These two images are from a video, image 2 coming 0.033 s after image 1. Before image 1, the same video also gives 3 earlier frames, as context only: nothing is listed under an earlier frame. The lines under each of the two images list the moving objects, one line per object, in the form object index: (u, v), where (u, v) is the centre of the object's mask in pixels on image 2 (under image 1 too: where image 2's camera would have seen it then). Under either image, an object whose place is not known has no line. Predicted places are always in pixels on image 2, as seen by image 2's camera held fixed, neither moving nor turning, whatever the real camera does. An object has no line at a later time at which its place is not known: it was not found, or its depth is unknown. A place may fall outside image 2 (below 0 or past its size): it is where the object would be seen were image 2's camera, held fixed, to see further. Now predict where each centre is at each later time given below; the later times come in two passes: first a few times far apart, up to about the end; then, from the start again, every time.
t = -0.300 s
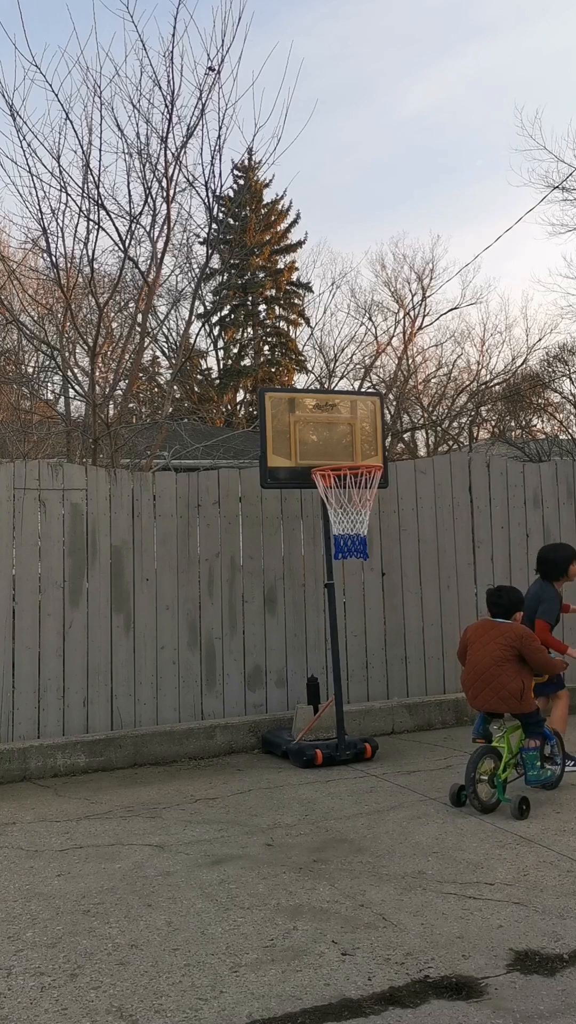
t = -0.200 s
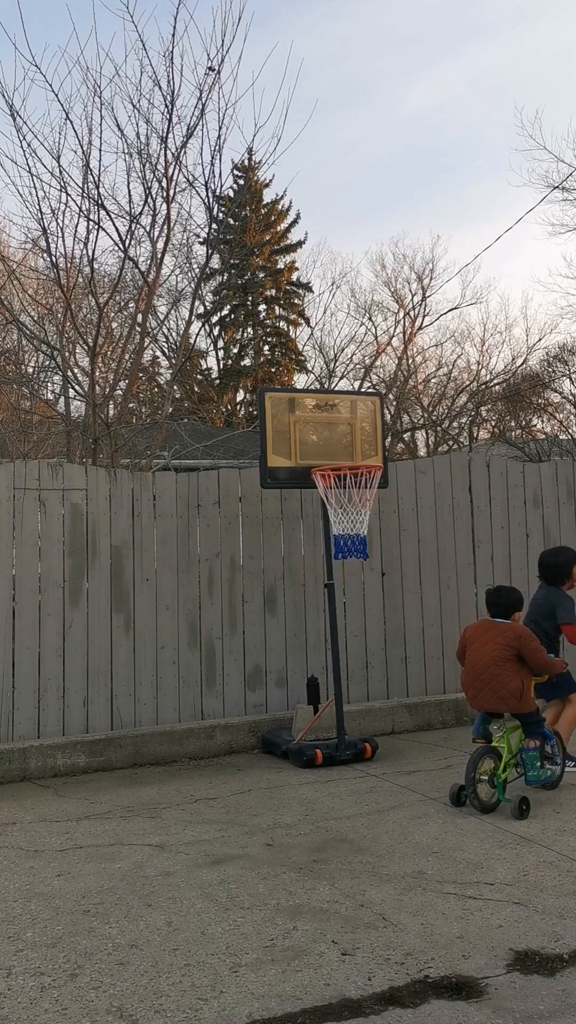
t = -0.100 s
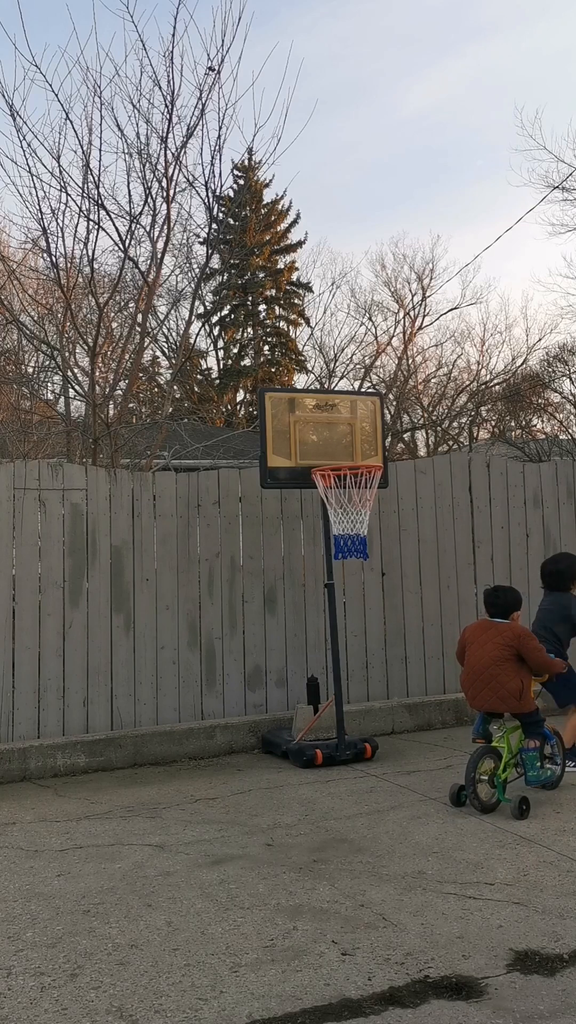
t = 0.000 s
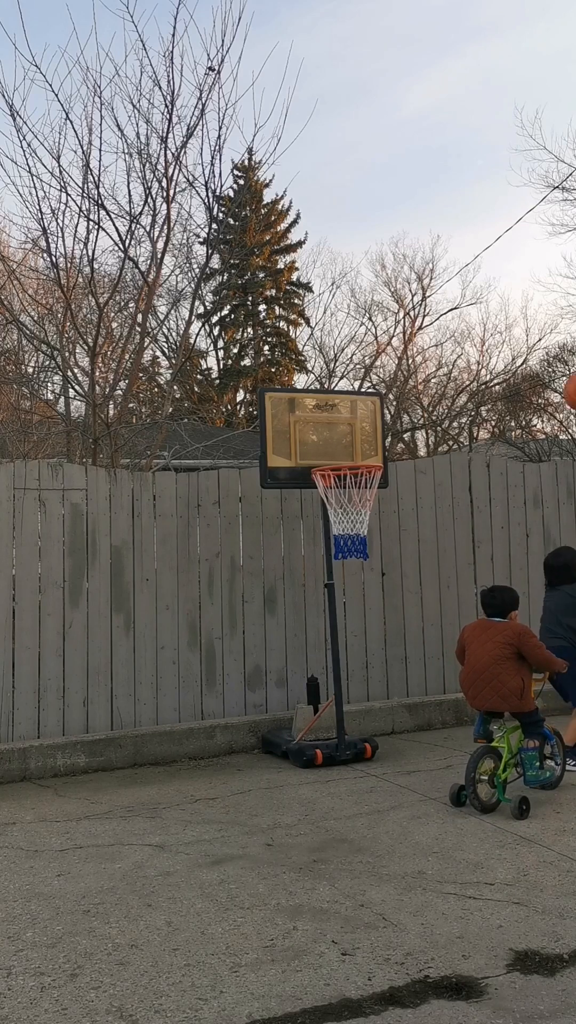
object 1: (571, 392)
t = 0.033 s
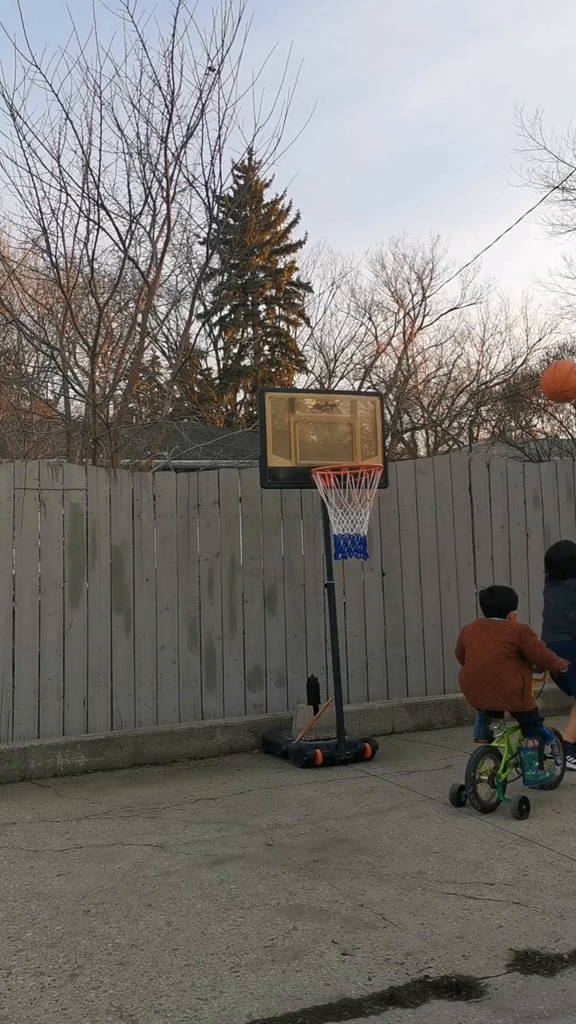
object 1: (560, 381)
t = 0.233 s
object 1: (430, 368)
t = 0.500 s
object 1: (314, 428)
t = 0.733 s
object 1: (261, 469)
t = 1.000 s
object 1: (202, 602)
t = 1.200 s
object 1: (155, 764)
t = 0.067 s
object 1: (539, 374)
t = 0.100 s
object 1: (517, 370)
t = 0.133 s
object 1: (495, 366)
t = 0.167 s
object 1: (473, 365)
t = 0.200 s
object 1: (451, 366)
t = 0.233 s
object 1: (430, 368)
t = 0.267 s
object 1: (409, 373)
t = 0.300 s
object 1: (389, 379)
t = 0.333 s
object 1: (369, 388)
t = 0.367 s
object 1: (350, 397)
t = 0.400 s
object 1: (339, 403)
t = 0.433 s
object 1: (330, 411)
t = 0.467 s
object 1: (322, 419)
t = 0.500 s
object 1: (314, 428)
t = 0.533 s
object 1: (306, 440)
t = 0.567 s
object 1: (299, 453)
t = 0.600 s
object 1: (293, 453)
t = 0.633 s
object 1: (285, 454)
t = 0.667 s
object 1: (277, 457)
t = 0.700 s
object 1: (269, 462)
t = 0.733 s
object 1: (261, 469)
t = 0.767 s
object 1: (254, 478)
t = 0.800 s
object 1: (247, 490)
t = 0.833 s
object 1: (239, 503)
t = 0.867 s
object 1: (232, 519)
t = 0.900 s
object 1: (225, 536)
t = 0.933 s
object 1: (217, 556)
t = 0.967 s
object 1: (210, 578)
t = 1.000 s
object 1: (202, 602)
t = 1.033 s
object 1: (194, 630)
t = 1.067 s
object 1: (187, 659)
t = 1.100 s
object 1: (179, 692)
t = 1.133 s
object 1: (172, 726)
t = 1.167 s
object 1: (164, 764)
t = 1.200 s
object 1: (155, 764)
